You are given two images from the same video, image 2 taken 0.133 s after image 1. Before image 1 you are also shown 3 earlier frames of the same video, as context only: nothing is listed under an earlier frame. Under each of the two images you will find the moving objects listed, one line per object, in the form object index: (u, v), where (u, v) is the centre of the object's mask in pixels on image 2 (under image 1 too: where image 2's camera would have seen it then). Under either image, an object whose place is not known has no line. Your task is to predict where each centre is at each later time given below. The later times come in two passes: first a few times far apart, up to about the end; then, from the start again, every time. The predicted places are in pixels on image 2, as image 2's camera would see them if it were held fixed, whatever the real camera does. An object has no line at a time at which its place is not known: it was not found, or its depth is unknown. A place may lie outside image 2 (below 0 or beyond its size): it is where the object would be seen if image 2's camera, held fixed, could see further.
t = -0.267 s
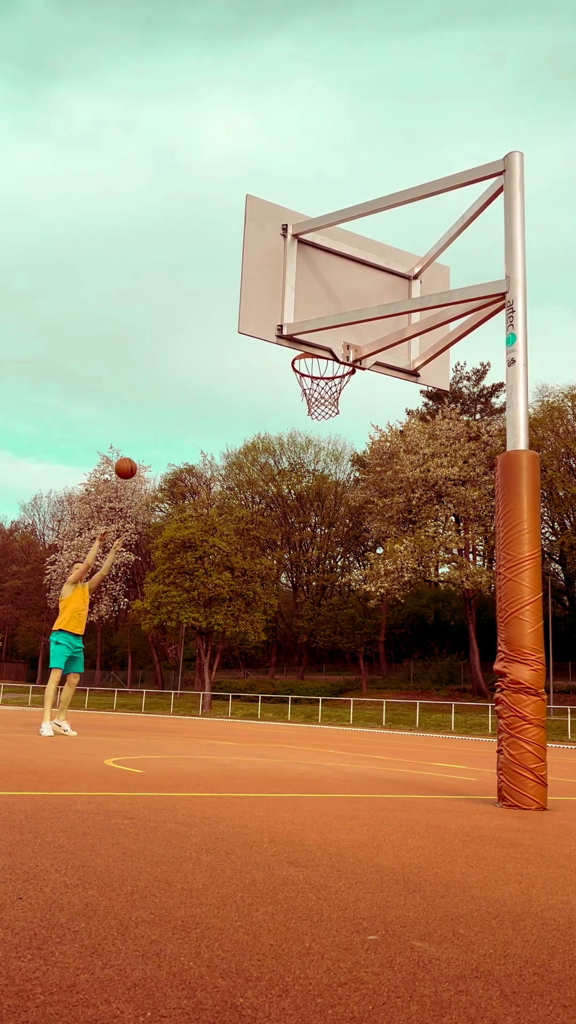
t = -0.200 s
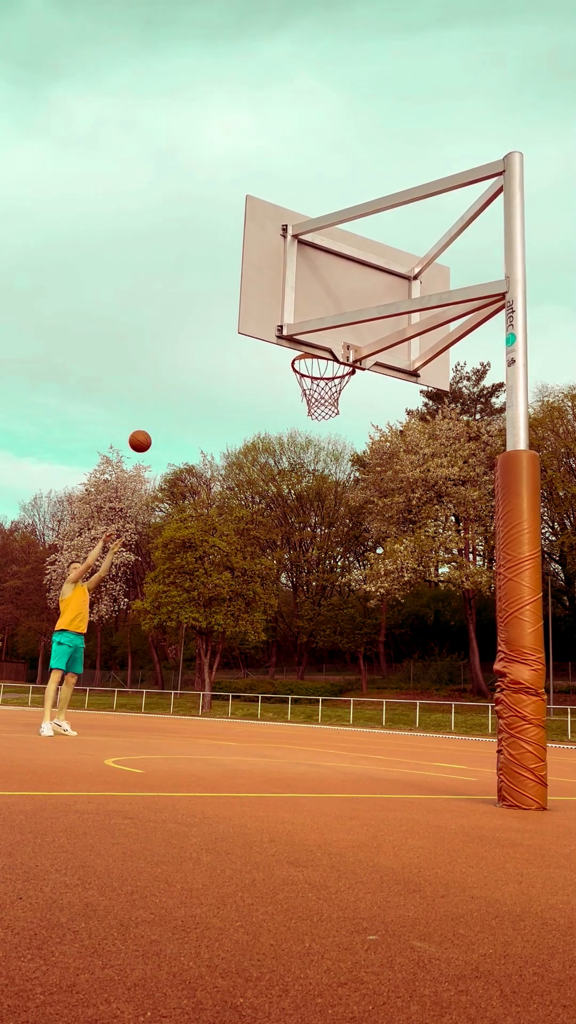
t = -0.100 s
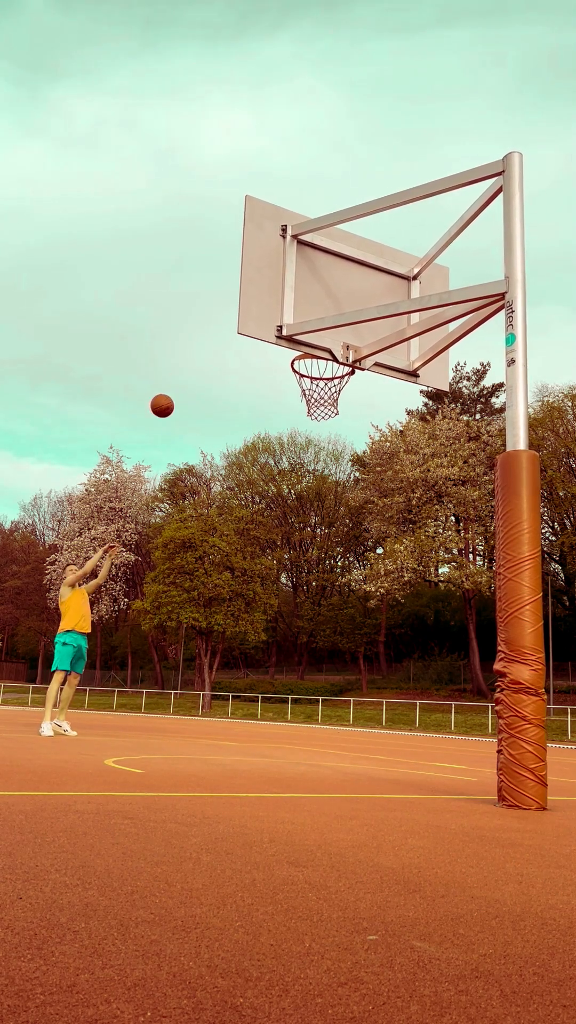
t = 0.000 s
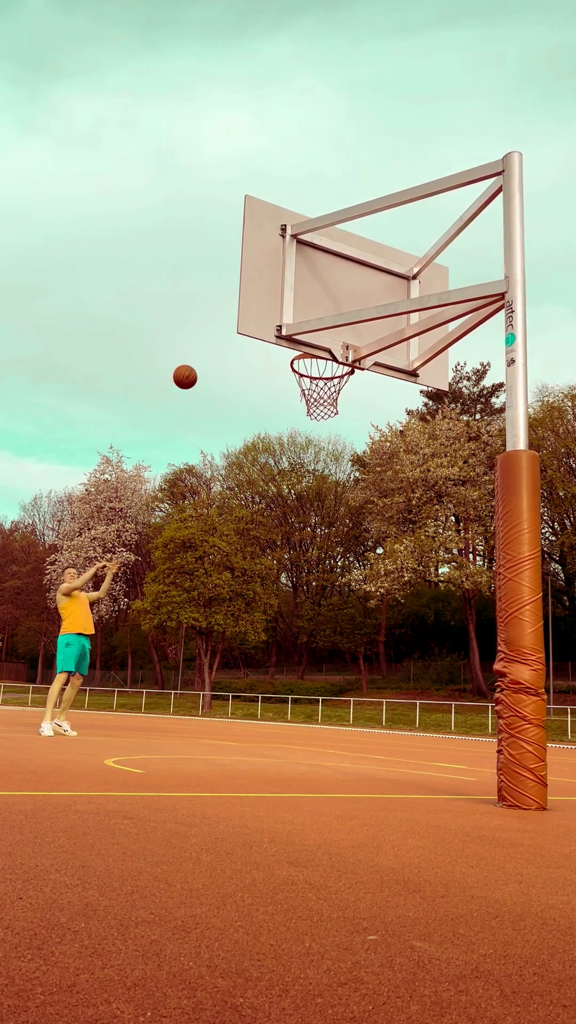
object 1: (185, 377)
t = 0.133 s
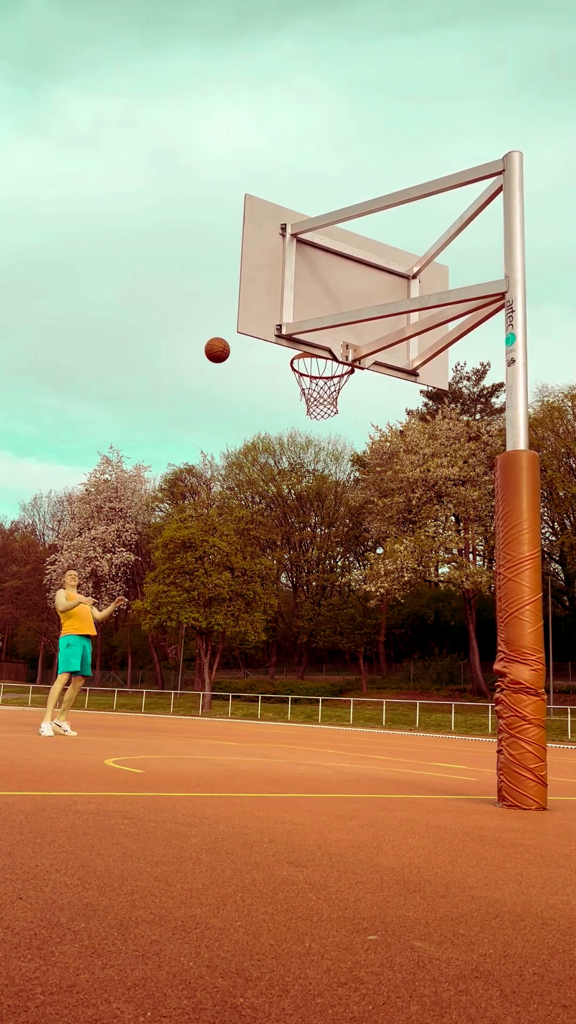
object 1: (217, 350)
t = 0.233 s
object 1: (242, 343)
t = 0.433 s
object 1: (296, 356)
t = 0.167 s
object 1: (225, 346)
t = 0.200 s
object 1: (234, 343)
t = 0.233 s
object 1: (242, 343)
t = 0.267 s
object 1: (251, 344)
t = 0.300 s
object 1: (260, 345)
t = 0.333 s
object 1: (269, 347)
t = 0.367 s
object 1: (279, 350)
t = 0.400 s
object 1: (288, 353)
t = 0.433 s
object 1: (296, 356)
